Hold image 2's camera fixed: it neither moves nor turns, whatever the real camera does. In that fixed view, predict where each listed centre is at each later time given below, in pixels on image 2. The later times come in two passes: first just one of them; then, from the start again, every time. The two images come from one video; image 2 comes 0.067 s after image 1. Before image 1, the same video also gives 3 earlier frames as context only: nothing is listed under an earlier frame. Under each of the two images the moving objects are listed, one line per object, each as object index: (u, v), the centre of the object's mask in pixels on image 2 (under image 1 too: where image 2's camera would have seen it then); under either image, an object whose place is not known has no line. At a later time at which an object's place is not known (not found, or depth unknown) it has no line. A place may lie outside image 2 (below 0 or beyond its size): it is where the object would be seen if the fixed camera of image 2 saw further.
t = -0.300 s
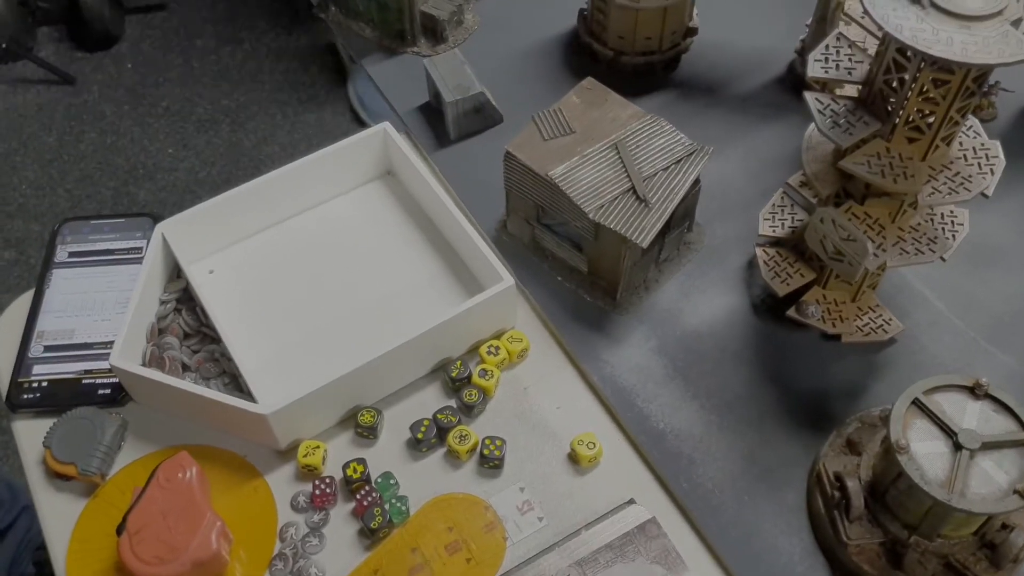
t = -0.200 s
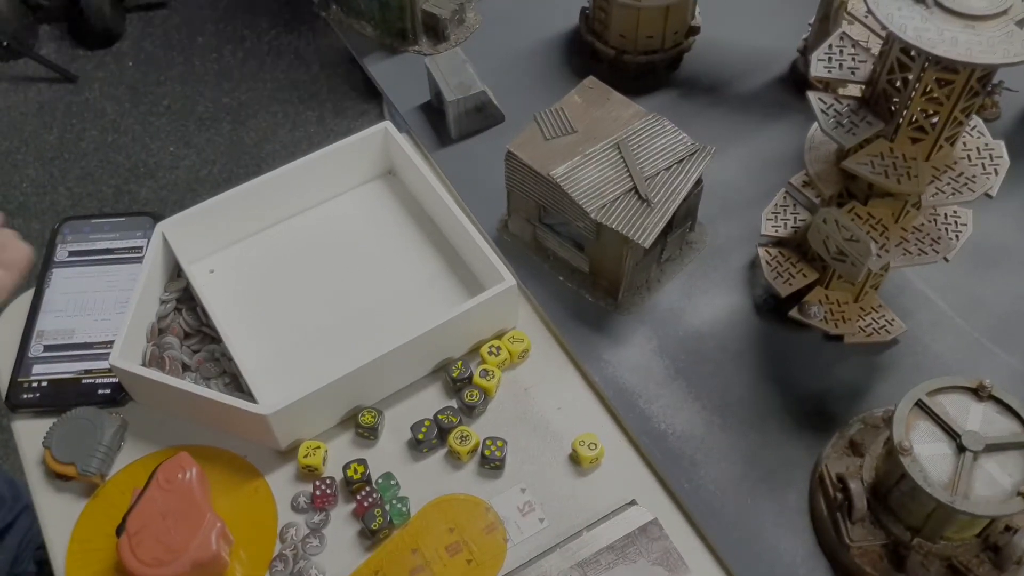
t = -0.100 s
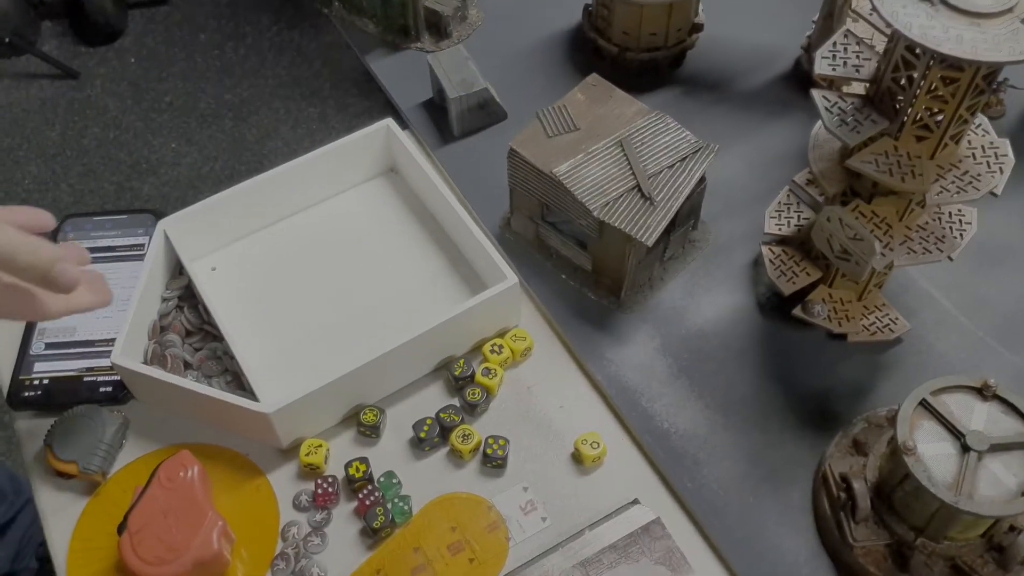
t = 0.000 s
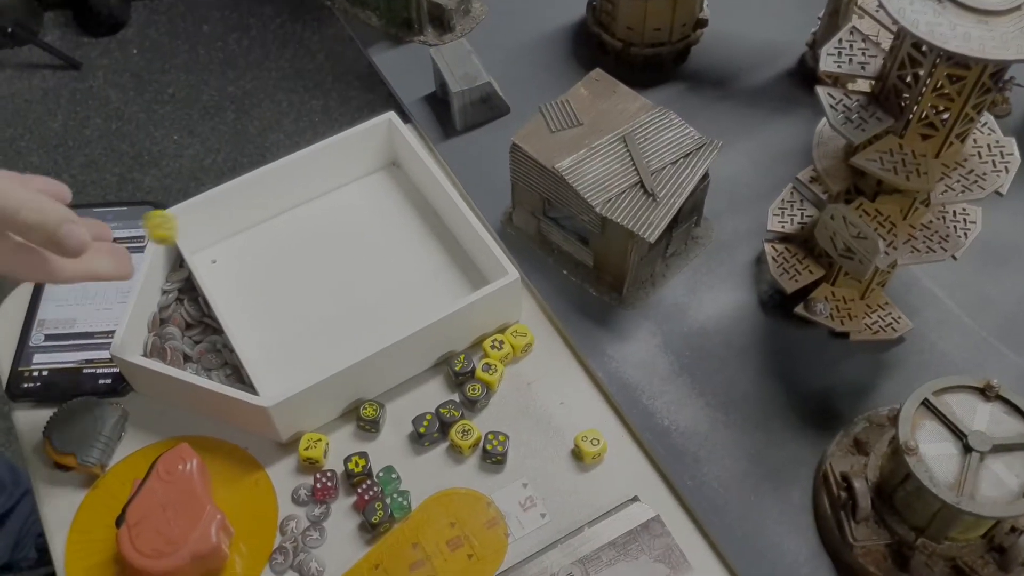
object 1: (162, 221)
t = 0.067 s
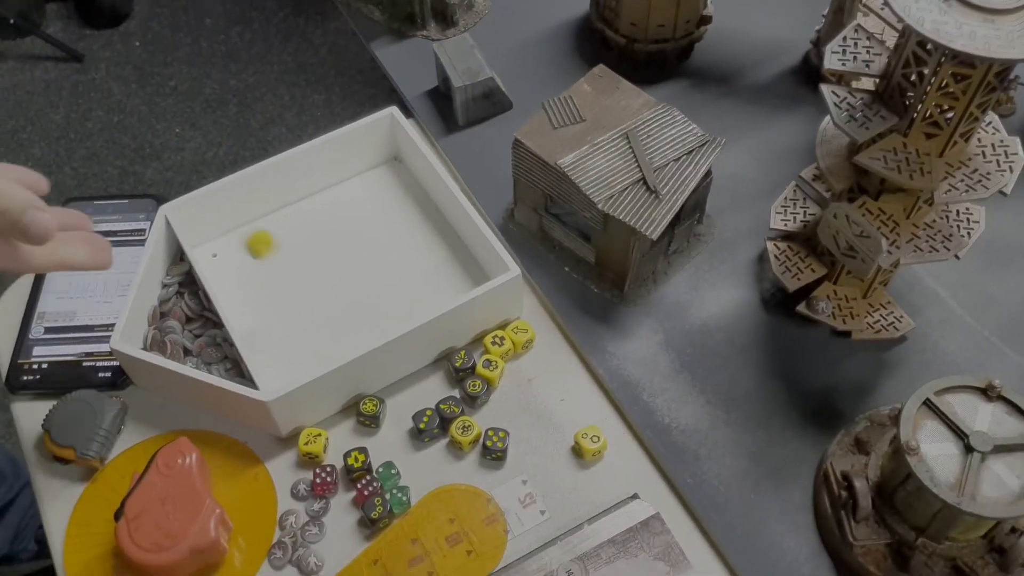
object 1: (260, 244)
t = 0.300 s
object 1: (445, 234)
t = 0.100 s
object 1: (308, 269)
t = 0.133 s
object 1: (341, 278)
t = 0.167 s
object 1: (362, 257)
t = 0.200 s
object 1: (384, 248)
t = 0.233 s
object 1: (407, 247)
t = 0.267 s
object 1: (429, 249)
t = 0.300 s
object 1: (445, 234)
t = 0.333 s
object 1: (434, 240)
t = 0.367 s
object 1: (420, 245)
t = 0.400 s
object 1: (407, 248)
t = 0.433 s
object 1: (395, 251)
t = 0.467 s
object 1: (383, 253)
